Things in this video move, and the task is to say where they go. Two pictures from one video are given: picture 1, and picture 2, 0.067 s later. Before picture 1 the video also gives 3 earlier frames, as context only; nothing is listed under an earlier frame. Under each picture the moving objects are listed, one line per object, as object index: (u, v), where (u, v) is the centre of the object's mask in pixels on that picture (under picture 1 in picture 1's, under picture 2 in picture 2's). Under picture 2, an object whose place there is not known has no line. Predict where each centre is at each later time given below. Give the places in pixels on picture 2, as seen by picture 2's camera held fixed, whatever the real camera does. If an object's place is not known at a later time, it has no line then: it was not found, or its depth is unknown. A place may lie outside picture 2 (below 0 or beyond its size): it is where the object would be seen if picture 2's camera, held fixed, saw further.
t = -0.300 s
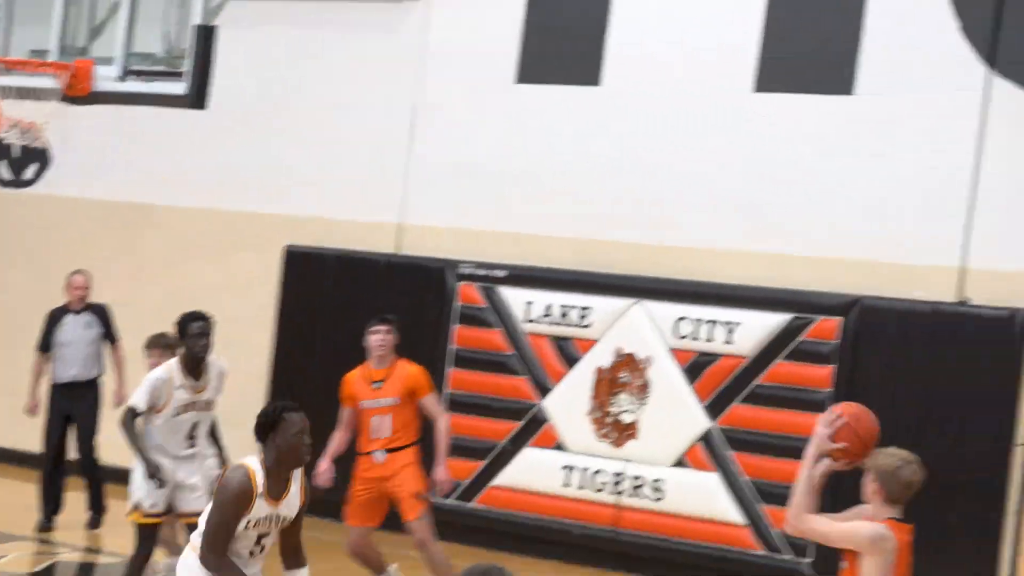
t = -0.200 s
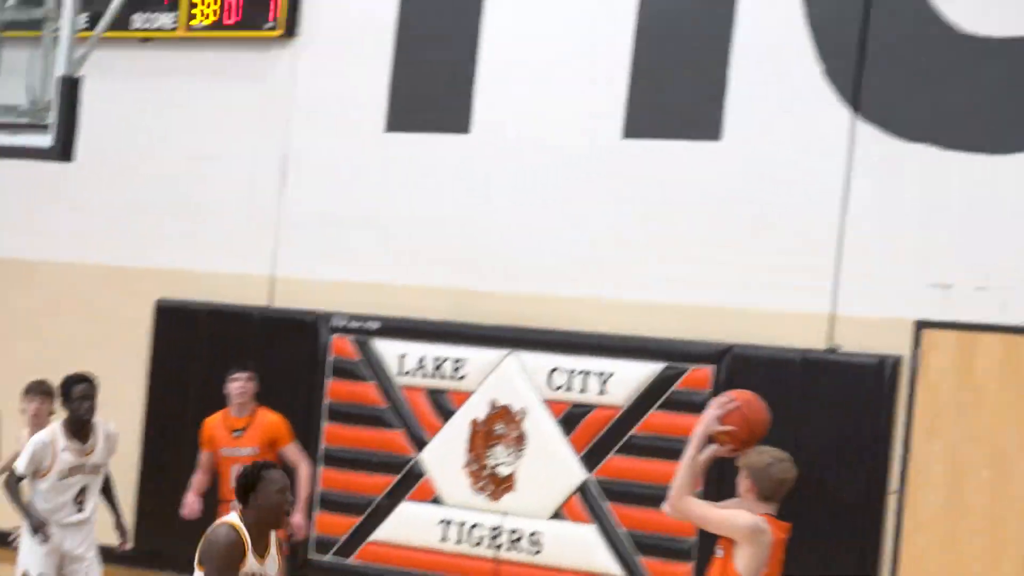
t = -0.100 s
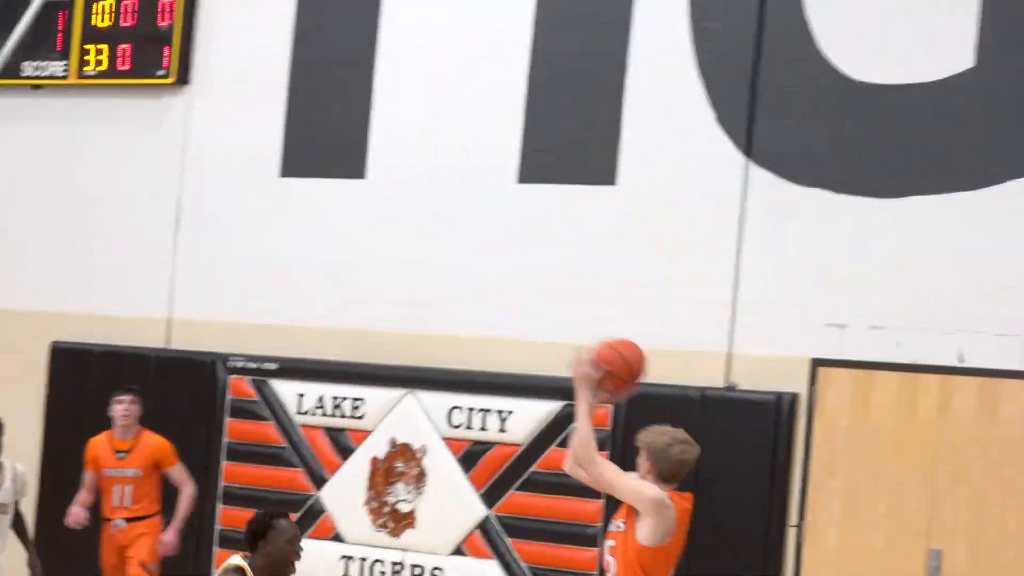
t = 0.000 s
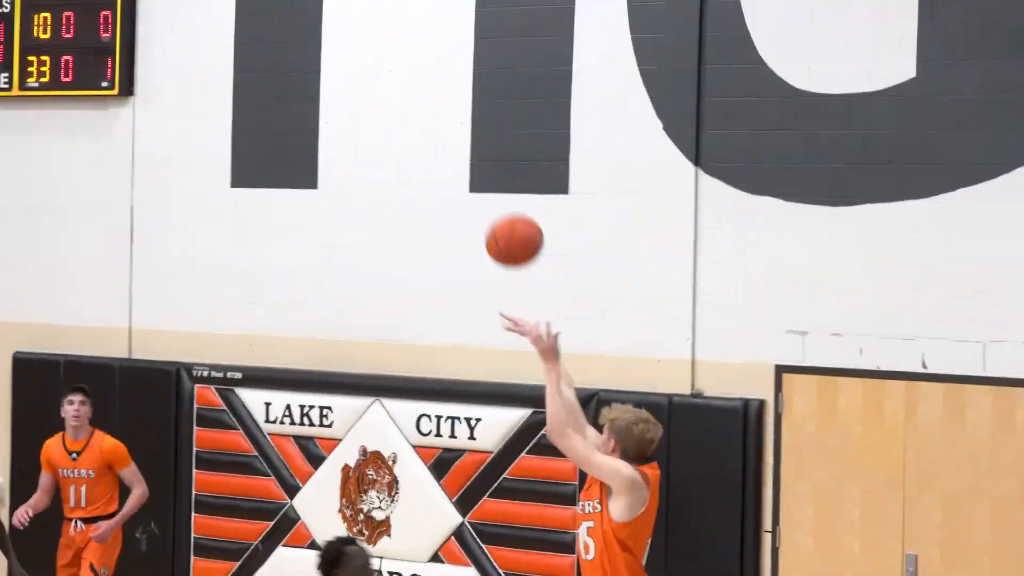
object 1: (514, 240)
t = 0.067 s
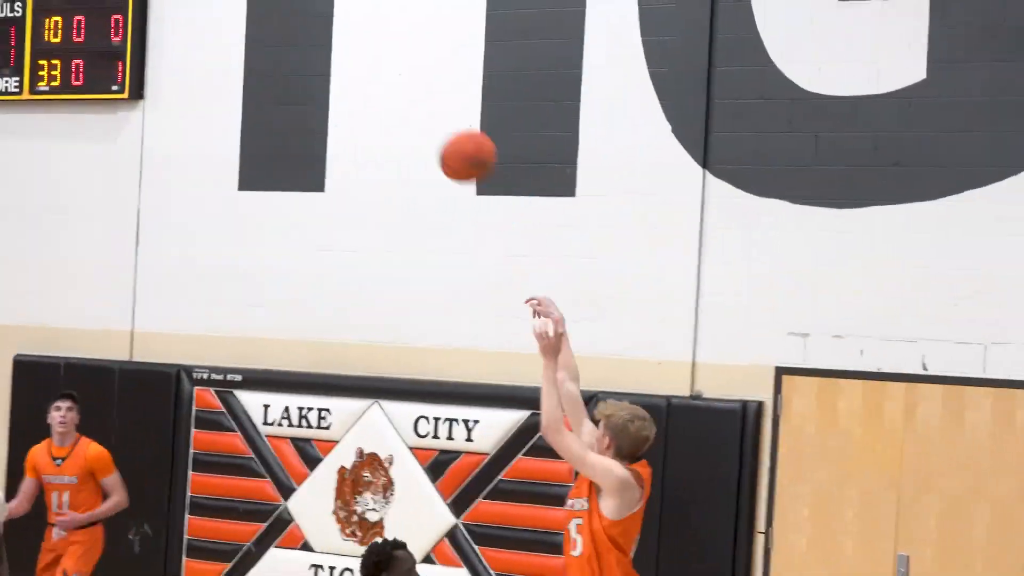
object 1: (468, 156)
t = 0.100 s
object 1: (440, 117)
